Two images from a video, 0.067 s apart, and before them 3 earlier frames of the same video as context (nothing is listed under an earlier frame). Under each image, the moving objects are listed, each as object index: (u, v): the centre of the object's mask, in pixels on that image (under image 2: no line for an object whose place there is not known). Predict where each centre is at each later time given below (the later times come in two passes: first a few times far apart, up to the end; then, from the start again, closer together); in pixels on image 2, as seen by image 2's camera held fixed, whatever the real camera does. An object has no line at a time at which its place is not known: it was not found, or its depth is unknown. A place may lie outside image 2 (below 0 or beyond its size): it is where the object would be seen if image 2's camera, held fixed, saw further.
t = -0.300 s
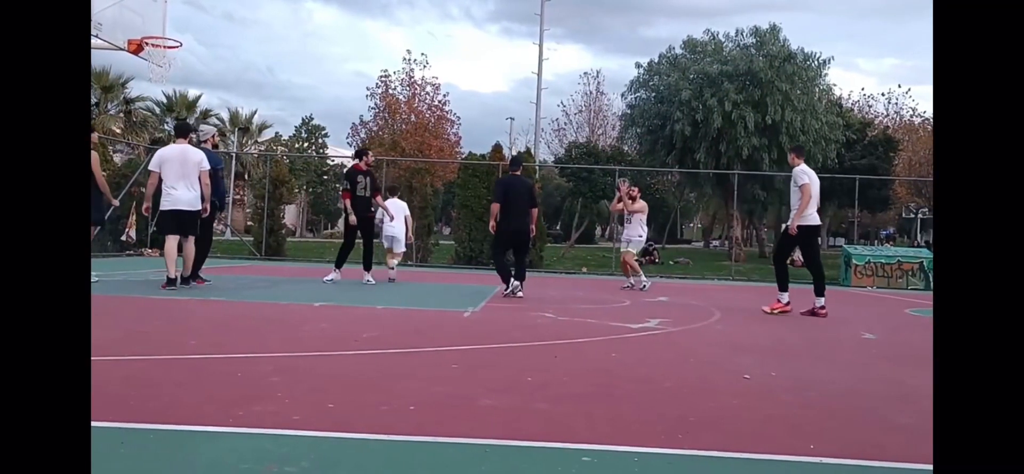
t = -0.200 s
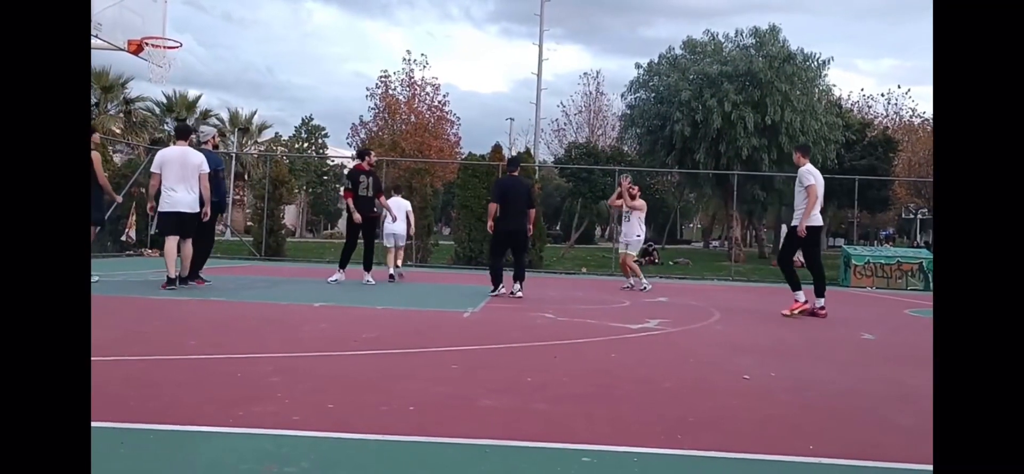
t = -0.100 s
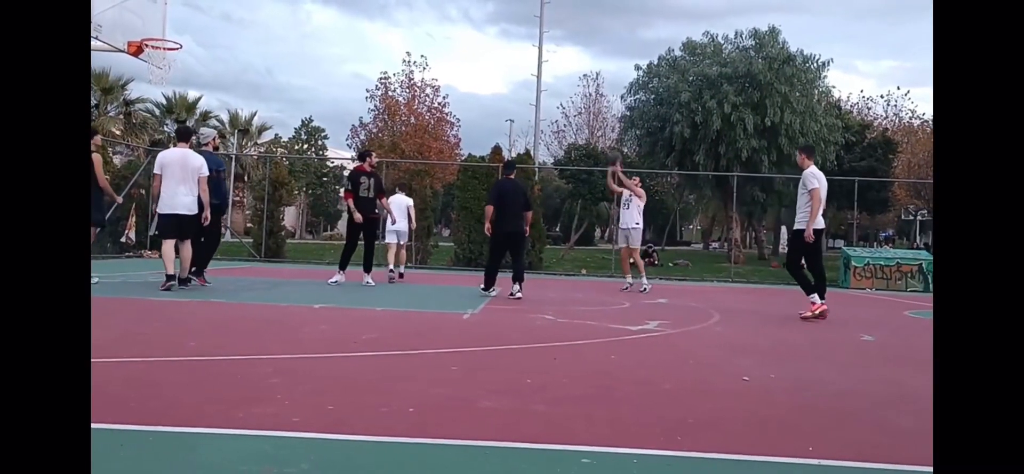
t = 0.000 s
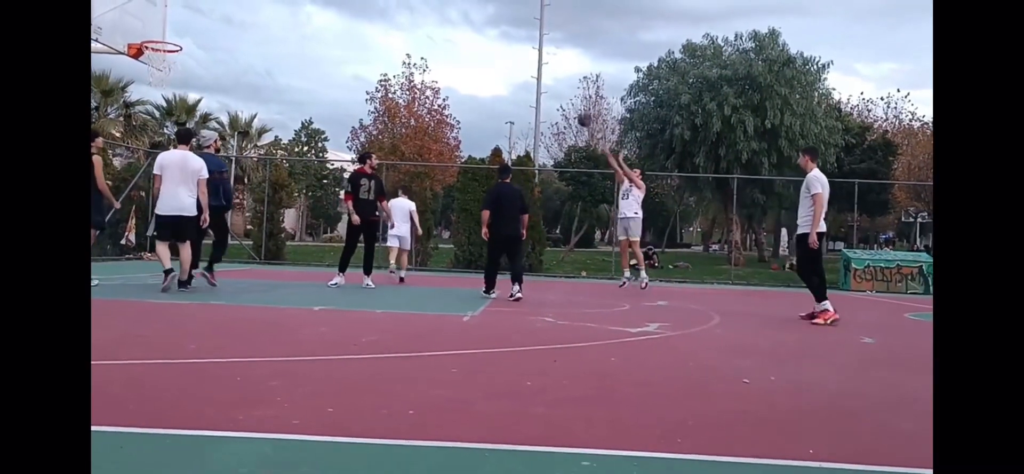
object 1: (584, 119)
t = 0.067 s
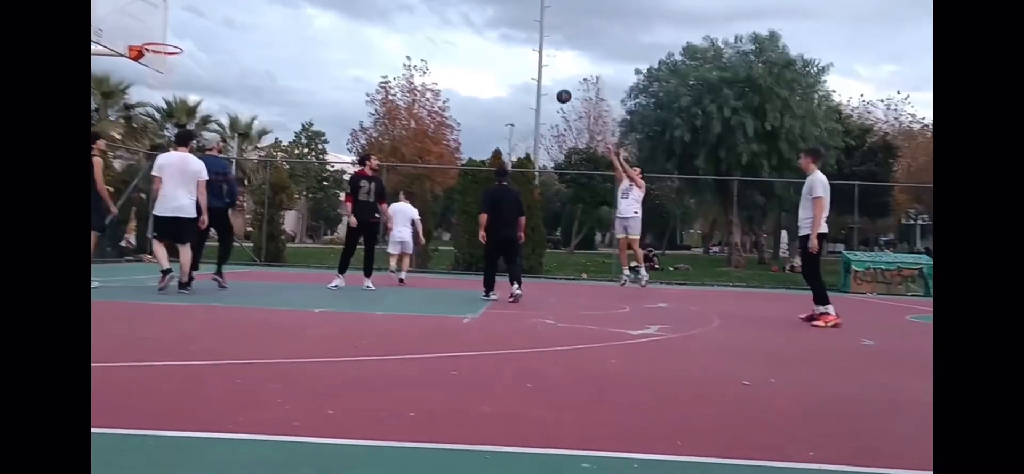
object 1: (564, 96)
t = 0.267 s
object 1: (496, 35)
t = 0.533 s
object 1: (397, -10)
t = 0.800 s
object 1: (285, -8)
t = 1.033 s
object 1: (176, 36)
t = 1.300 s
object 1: (180, 97)
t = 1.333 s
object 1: (183, 102)
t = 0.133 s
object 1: (542, 74)
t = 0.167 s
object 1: (531, 63)
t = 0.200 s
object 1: (519, 53)
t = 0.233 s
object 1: (508, 44)
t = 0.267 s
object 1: (496, 35)
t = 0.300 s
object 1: (484, 27)
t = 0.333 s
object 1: (472, 20)
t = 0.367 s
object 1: (460, 13)
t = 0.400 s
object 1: (448, 7)
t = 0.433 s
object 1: (435, 2)
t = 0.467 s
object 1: (422, -3)
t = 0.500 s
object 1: (410, -6)
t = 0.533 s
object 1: (397, -10)
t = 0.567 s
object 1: (383, -12)
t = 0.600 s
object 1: (370, -14)
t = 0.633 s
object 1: (356, -15)
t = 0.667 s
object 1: (342, -15)
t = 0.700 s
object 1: (327, -14)
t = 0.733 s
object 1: (313, -13)
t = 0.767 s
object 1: (299, -11)
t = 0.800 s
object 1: (285, -8)
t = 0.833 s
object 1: (270, -5)
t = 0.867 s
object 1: (255, 0)
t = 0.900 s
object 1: (239, 6)
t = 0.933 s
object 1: (224, 12)
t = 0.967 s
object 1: (209, 19)
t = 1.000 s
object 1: (193, 27)
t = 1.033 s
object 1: (176, 36)
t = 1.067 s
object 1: (159, 42)
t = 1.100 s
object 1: (157, 58)
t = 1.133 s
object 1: (160, 70)
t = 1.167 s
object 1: (163, 79)
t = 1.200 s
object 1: (167, 83)
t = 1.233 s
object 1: (172, 87)
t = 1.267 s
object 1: (176, 92)
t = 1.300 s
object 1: (180, 97)
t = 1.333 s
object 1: (183, 102)
